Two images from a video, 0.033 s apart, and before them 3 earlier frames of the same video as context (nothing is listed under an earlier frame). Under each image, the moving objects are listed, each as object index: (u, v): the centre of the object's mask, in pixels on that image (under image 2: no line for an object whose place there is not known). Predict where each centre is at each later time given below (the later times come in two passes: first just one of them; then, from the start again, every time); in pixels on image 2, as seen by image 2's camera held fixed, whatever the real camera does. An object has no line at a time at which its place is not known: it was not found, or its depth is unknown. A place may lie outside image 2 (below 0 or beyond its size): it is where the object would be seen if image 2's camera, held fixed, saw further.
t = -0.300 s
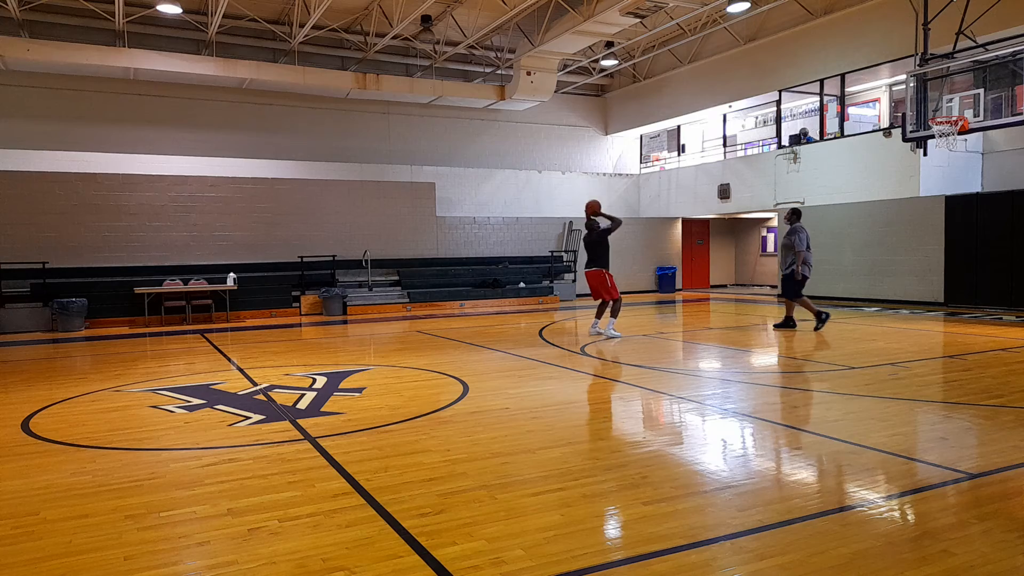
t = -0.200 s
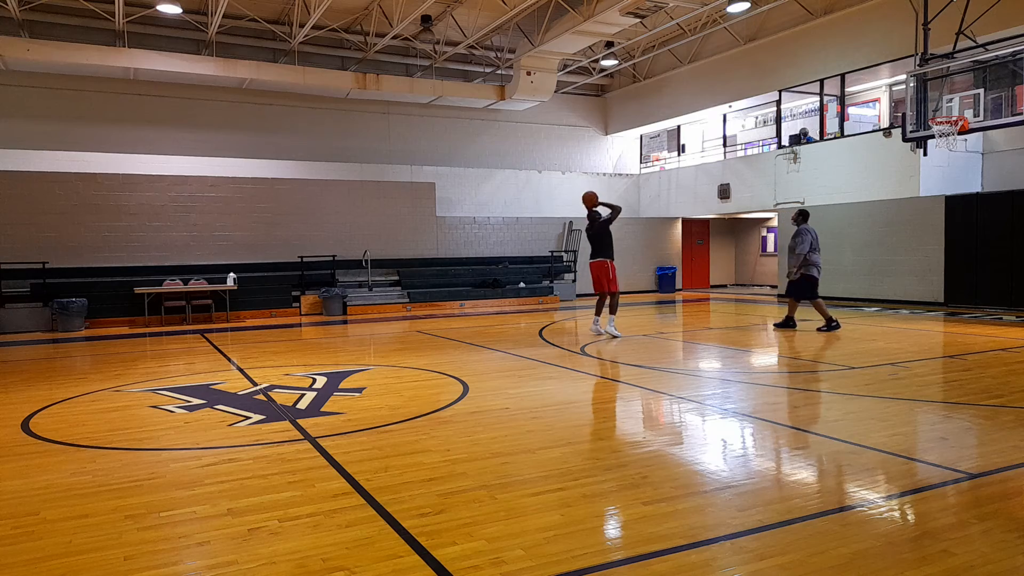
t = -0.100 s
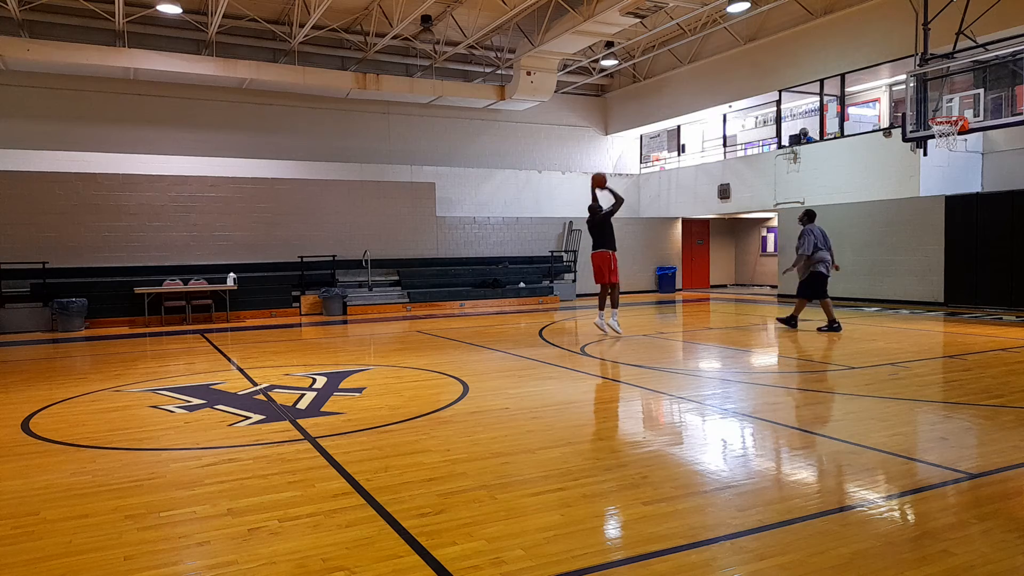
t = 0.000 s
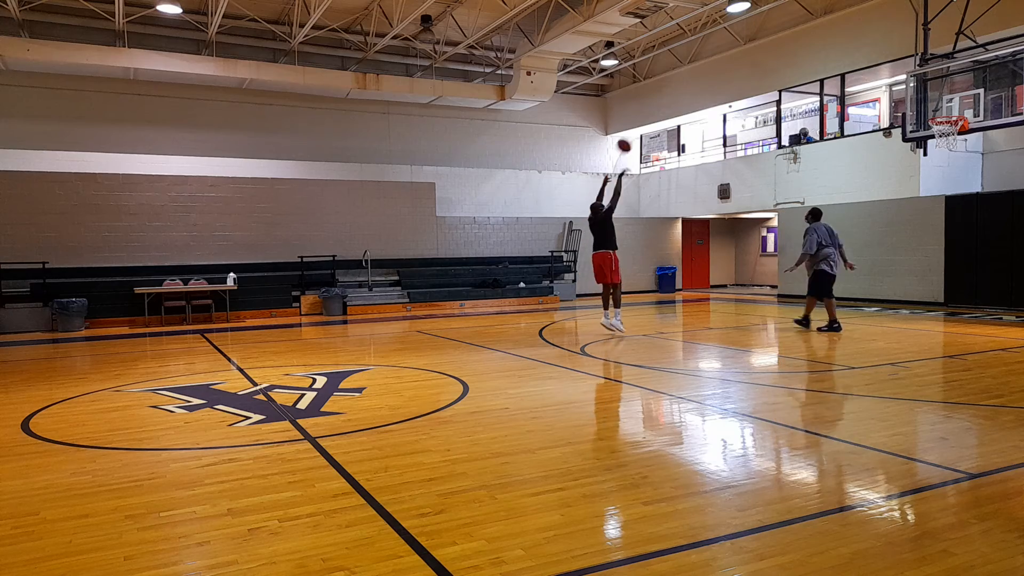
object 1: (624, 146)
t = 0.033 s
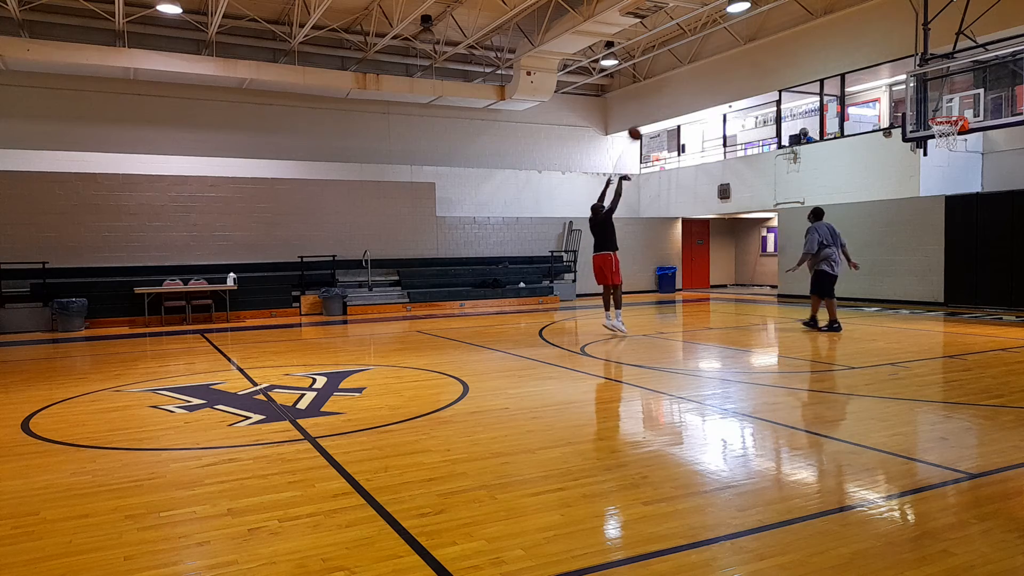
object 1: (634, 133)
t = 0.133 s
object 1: (666, 102)
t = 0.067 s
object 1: (645, 122)
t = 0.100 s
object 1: (656, 112)
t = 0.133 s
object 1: (666, 102)
